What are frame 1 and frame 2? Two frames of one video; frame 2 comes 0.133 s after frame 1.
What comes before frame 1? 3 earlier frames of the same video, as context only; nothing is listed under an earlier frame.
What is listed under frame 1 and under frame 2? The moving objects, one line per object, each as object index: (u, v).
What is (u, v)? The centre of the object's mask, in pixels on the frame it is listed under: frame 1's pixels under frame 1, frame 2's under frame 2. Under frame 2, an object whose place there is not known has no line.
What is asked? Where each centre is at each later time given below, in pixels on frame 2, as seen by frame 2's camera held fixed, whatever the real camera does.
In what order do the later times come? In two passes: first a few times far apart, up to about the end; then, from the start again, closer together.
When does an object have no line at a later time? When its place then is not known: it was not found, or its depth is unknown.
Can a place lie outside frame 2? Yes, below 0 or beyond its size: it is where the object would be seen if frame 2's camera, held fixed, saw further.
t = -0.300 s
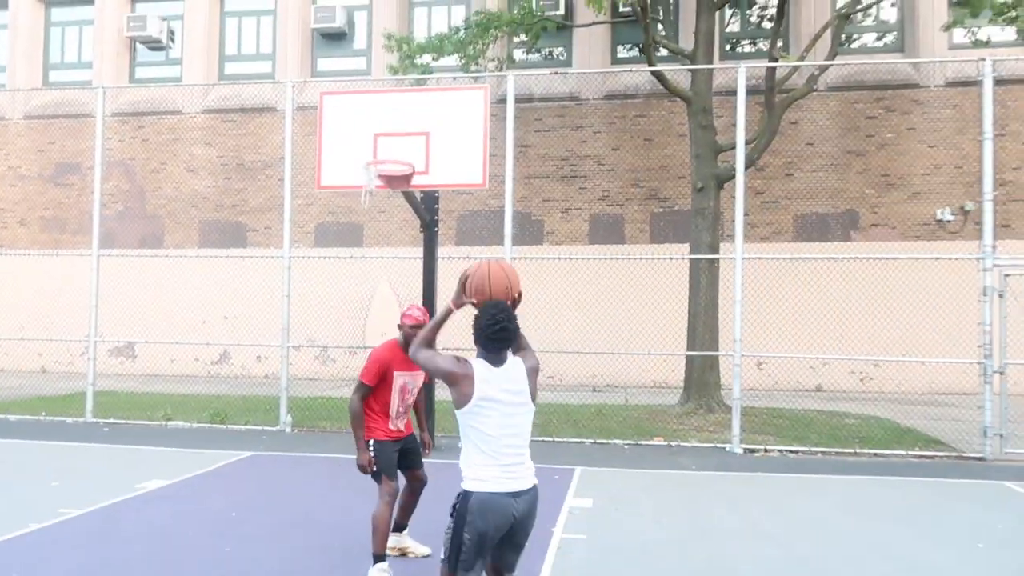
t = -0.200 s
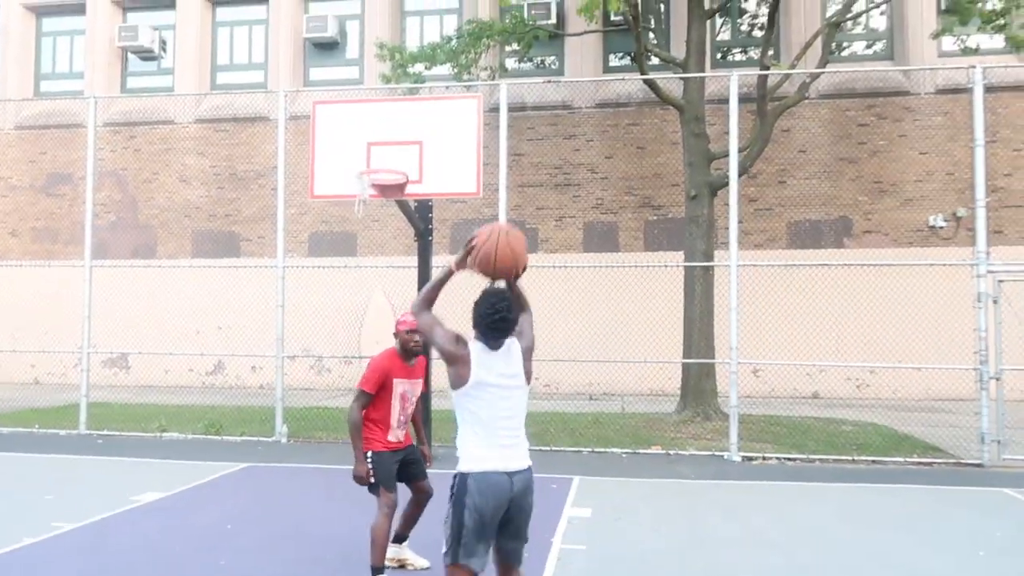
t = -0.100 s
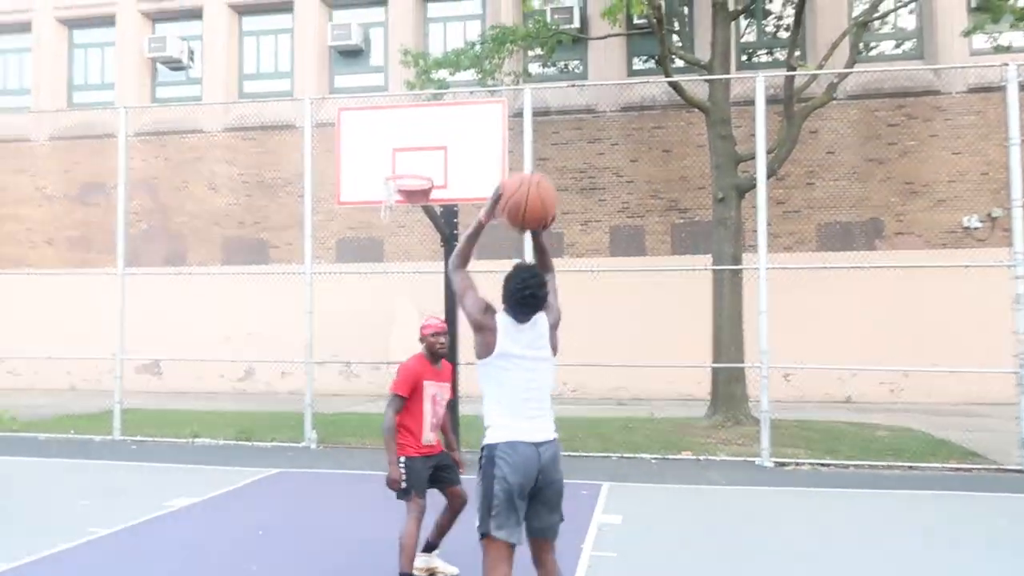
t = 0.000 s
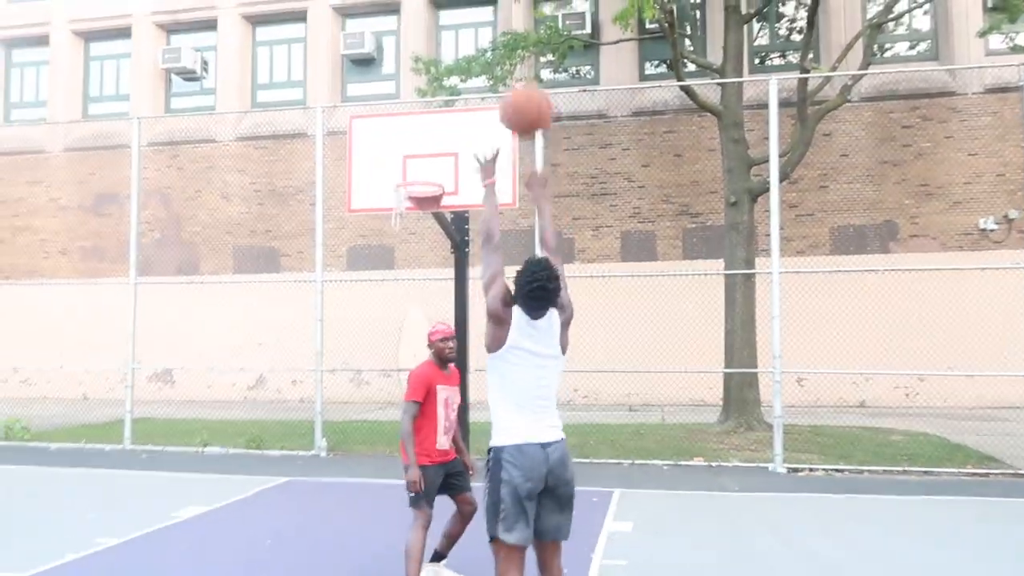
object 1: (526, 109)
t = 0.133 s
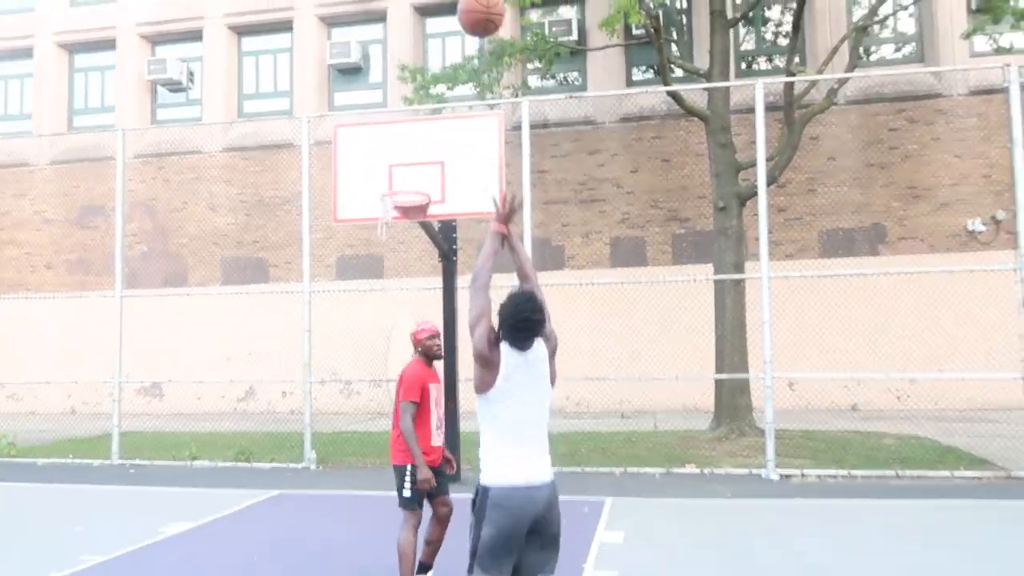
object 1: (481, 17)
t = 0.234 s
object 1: (463, -30)
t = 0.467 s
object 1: (428, -45)
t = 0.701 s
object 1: (410, 8)
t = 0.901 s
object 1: (396, 85)
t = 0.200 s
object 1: (470, -15)
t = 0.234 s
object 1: (463, -30)
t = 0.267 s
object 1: (455, -36)
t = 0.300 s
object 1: (448, -38)
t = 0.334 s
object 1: (440, -46)
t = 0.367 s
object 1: (440, -49)
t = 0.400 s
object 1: (438, -46)
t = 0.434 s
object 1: (432, -45)
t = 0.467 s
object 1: (428, -45)
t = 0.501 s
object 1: (424, -40)
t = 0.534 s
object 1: (422, -35)
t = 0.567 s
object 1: (418, -29)
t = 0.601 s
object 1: (416, -21)
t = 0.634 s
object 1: (413, -13)
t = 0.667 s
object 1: (412, -3)
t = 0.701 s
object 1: (410, 8)
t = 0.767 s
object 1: (406, 29)
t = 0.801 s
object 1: (405, 44)
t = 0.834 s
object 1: (401, 56)
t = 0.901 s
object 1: (396, 85)
